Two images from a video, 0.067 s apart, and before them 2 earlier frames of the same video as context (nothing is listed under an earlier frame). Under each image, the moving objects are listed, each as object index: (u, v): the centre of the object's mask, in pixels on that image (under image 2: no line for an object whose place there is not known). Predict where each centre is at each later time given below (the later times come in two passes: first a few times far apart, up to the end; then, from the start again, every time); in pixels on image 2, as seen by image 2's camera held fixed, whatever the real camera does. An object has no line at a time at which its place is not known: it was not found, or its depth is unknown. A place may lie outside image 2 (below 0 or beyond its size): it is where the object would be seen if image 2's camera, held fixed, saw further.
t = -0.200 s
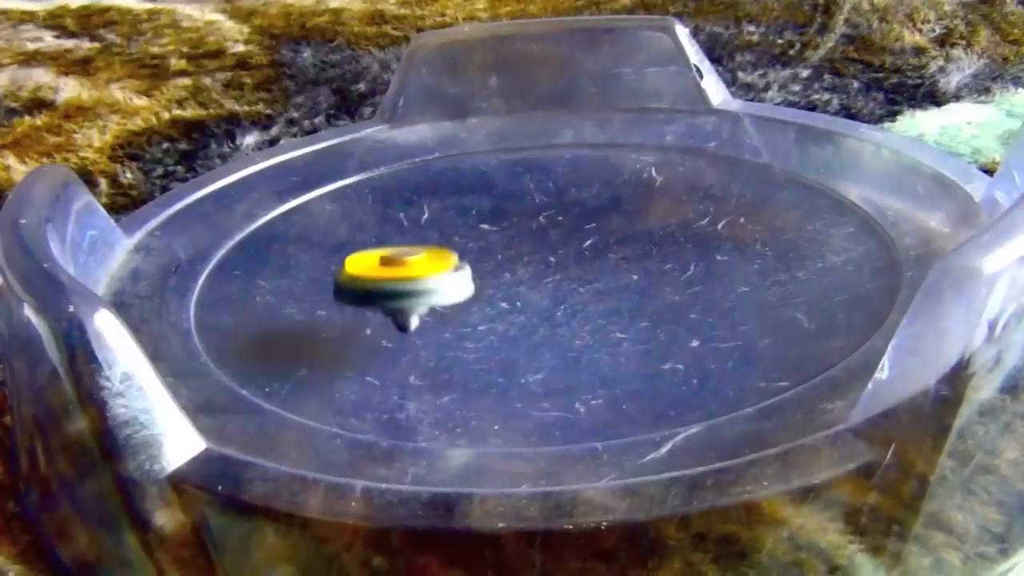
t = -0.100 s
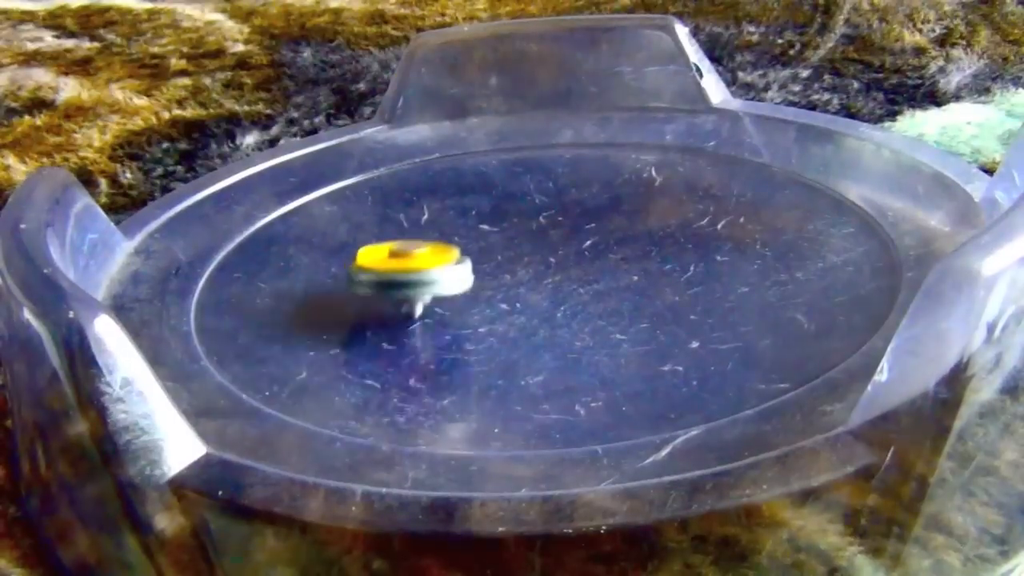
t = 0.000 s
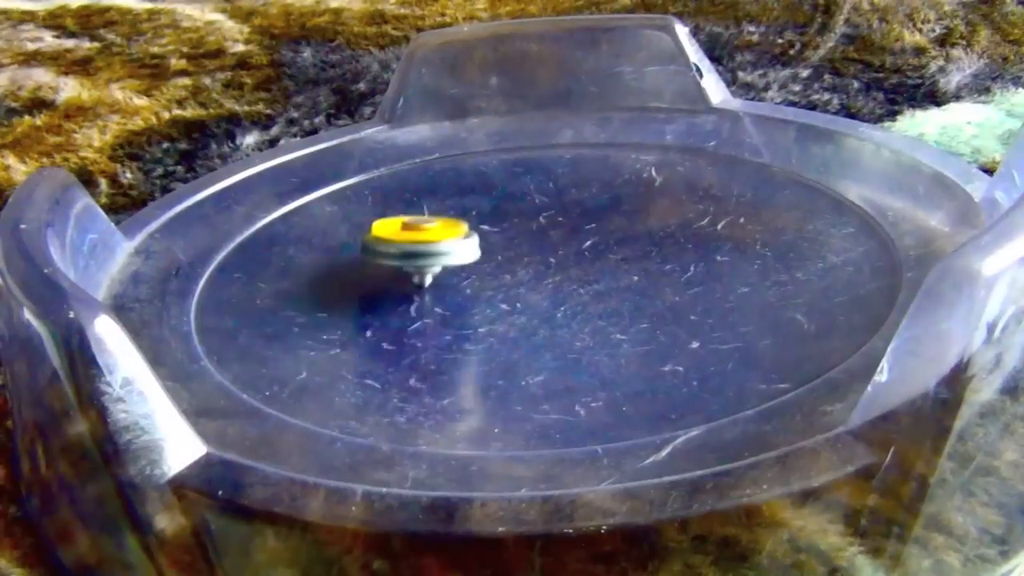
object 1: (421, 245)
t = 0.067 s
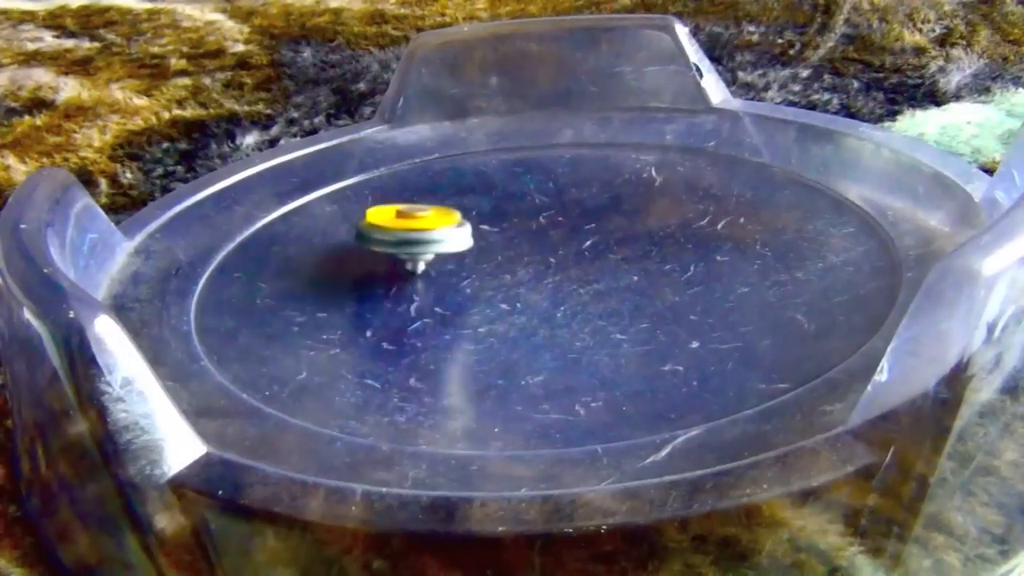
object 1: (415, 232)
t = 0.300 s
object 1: (299, 228)
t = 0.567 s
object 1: (235, 287)
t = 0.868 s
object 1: (389, 308)
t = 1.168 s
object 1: (388, 212)
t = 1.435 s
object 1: (265, 197)
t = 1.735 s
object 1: (294, 236)
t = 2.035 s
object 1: (470, 214)
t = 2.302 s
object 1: (428, 133)
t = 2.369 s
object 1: (410, 138)
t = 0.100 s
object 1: (406, 229)
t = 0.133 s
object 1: (394, 226)
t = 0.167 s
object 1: (380, 224)
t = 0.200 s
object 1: (364, 224)
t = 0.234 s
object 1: (345, 225)
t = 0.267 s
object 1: (322, 226)
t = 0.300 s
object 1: (299, 228)
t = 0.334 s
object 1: (275, 232)
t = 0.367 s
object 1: (249, 235)
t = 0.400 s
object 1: (221, 239)
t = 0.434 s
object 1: (200, 241)
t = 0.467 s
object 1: (197, 251)
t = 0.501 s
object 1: (207, 268)
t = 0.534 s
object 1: (222, 278)
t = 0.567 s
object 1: (235, 287)
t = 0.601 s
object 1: (250, 295)
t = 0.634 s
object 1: (264, 301)
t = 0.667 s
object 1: (278, 304)
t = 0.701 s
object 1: (291, 308)
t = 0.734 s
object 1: (306, 311)
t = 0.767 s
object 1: (325, 314)
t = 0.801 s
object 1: (346, 315)
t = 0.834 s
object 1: (369, 313)
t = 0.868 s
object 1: (389, 308)
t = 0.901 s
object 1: (405, 301)
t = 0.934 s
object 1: (420, 291)
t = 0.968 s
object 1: (430, 280)
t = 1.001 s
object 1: (434, 268)
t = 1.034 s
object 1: (433, 256)
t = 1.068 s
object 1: (427, 243)
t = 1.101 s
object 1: (418, 231)
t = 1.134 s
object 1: (403, 221)
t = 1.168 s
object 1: (388, 212)
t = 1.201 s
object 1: (371, 203)
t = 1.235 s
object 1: (352, 197)
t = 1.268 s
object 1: (332, 192)
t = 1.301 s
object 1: (313, 189)
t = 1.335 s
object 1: (292, 186)
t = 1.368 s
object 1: (273, 182)
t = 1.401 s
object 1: (266, 188)
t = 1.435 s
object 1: (265, 197)
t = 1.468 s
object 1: (266, 203)
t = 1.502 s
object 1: (268, 209)
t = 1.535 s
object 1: (270, 214)
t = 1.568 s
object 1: (271, 217)
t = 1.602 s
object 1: (272, 221)
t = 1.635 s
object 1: (273, 223)
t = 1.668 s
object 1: (276, 227)
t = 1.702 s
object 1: (283, 230)
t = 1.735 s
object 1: (294, 236)
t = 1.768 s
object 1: (311, 243)
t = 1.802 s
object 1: (332, 249)
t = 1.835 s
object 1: (357, 252)
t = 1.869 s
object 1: (384, 252)
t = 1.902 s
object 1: (408, 249)
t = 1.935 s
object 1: (428, 243)
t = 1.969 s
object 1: (447, 235)
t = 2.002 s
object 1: (461, 226)
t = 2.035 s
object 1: (470, 214)
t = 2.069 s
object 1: (477, 202)
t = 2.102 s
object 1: (479, 190)
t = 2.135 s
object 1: (477, 178)
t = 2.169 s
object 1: (471, 167)
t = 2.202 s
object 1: (462, 157)
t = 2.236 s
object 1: (451, 149)
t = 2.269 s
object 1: (440, 141)
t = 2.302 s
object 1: (428, 133)
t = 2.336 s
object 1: (418, 130)
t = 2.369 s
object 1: (410, 138)
